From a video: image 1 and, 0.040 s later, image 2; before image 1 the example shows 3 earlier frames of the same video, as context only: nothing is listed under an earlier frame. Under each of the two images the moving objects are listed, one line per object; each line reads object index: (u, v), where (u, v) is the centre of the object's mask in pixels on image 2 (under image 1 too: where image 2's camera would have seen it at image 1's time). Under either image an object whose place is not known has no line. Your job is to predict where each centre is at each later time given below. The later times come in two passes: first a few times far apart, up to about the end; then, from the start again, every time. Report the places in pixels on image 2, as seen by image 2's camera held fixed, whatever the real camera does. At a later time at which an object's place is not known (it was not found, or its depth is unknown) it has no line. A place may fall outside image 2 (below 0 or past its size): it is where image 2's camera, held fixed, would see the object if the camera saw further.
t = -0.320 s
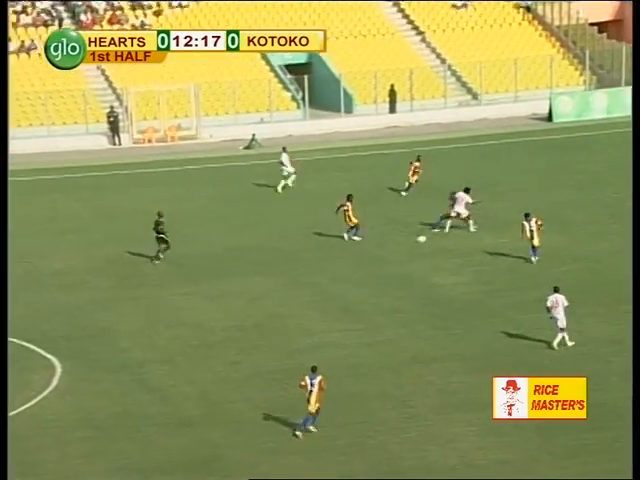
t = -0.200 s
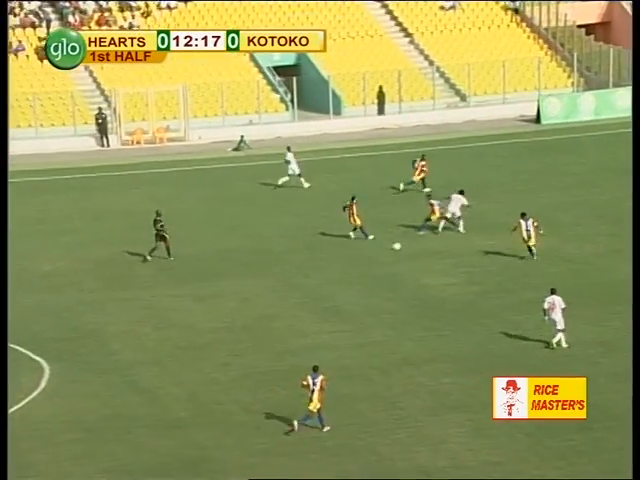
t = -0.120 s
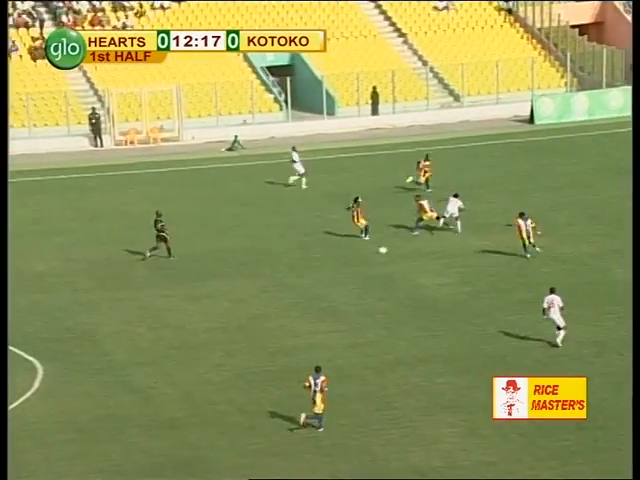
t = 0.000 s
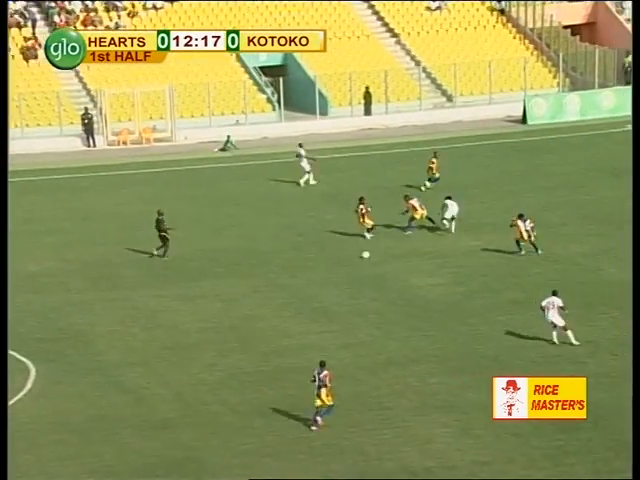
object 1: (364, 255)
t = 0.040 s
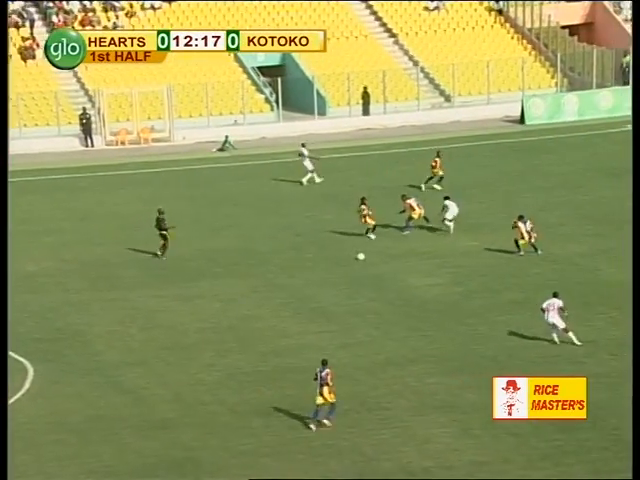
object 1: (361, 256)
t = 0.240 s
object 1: (349, 263)
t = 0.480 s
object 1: (339, 271)
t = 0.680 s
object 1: (331, 277)
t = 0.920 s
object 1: (322, 284)
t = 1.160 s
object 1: (314, 290)
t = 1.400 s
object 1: (306, 296)
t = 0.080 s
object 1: (358, 258)
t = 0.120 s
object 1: (355, 259)
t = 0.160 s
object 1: (353, 261)
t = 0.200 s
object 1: (351, 262)
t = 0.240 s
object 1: (349, 263)
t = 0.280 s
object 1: (347, 265)
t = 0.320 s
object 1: (345, 266)
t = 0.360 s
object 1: (343, 268)
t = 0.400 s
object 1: (341, 269)
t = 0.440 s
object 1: (340, 270)
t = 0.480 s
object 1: (339, 271)
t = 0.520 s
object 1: (337, 272)
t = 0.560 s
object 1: (335, 273)
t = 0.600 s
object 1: (334, 275)
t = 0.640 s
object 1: (332, 276)
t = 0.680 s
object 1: (331, 277)
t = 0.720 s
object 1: (329, 278)
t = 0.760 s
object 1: (327, 279)
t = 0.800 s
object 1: (326, 280)
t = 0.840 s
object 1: (325, 281)
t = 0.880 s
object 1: (323, 283)
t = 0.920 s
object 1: (322, 284)
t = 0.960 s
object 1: (321, 285)
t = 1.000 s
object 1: (319, 286)
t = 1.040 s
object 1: (318, 287)
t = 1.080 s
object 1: (316, 288)
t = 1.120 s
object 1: (315, 289)
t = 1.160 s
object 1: (314, 290)
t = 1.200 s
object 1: (312, 292)
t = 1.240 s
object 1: (311, 292)
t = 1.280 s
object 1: (310, 293)
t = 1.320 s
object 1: (309, 294)
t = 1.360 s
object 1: (307, 295)
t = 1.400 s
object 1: (306, 296)
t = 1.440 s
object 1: (305, 297)
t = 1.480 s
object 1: (304, 298)
